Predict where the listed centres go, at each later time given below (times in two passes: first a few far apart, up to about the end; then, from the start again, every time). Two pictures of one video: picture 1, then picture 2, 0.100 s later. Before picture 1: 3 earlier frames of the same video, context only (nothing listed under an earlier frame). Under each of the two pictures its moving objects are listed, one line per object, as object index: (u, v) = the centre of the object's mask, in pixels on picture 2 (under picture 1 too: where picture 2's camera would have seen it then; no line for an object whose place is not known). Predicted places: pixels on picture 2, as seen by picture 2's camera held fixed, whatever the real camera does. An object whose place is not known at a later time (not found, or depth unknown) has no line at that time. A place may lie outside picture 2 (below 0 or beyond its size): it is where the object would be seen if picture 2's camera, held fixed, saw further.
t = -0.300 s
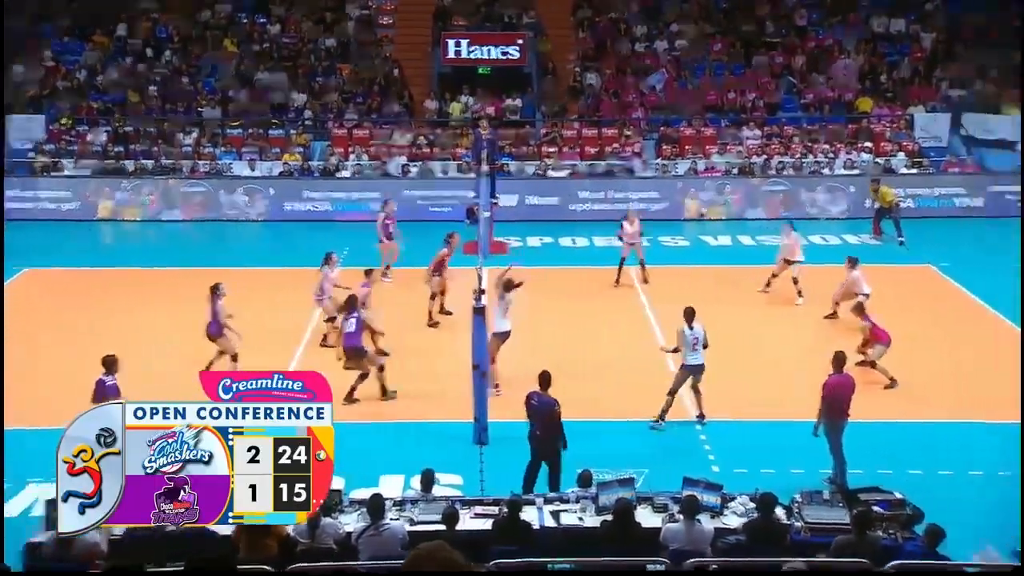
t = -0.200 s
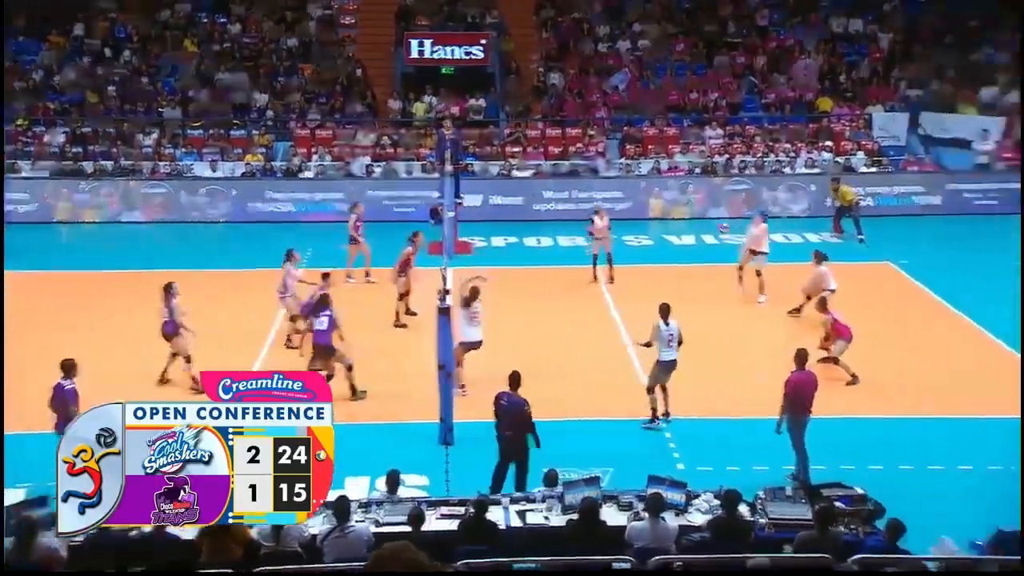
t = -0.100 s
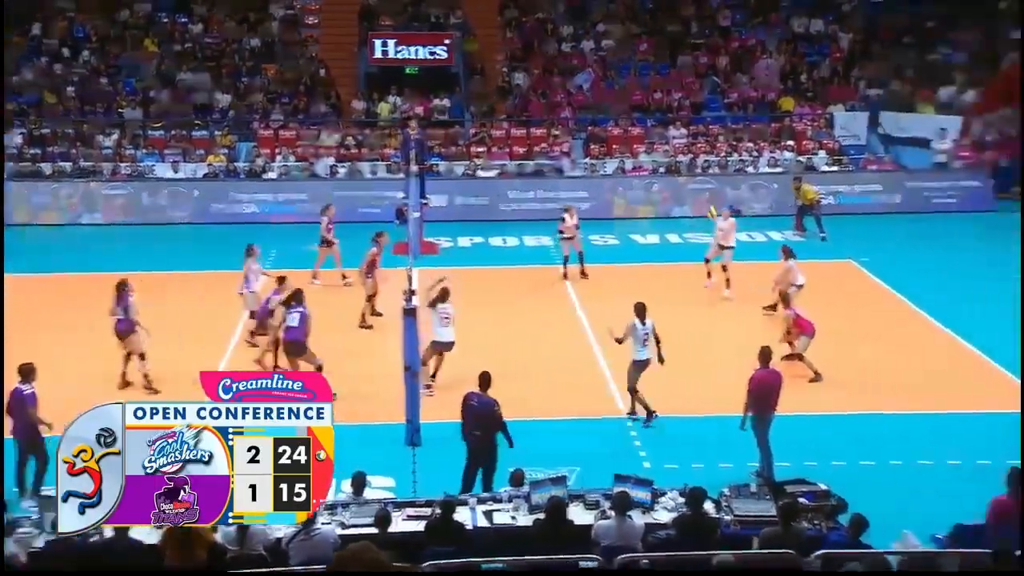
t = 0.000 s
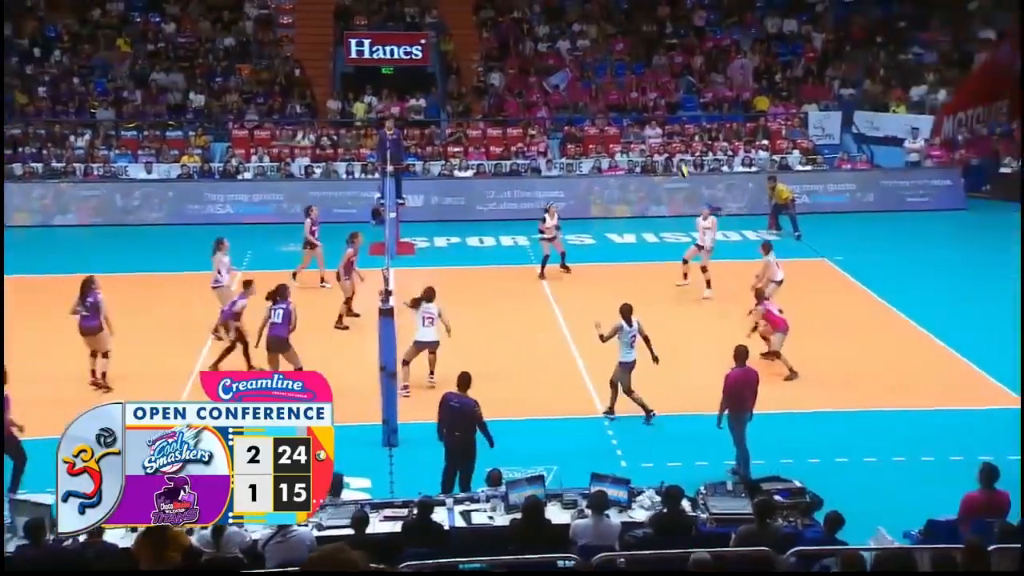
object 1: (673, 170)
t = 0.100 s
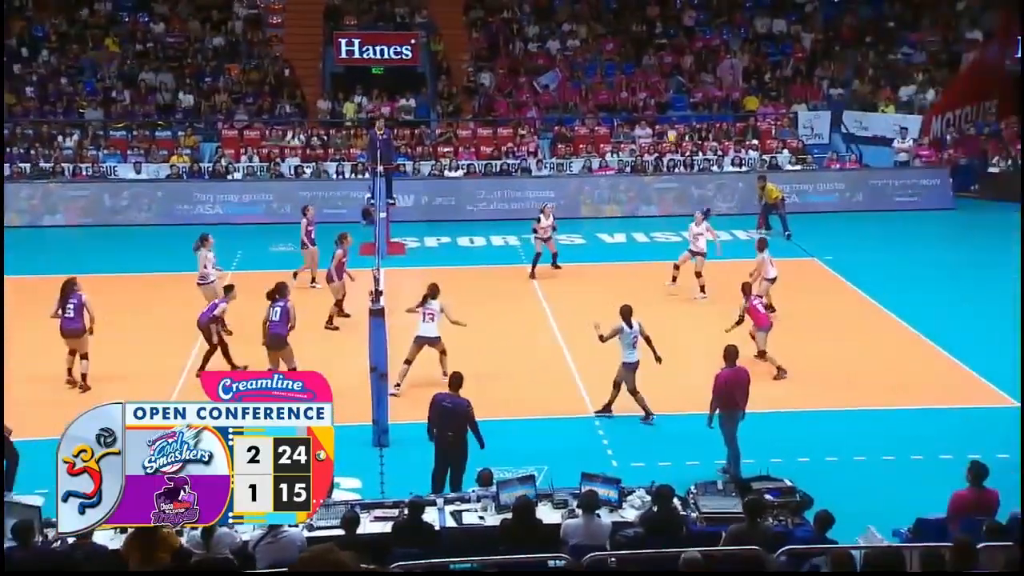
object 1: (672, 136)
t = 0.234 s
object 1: (667, 96)
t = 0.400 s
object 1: (660, 60)
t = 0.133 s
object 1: (669, 125)
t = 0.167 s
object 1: (668, 116)
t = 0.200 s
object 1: (668, 105)
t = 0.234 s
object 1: (667, 96)
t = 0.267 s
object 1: (665, 87)
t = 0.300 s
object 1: (665, 81)
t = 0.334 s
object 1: (663, 73)
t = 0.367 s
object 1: (661, 66)
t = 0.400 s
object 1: (660, 60)
